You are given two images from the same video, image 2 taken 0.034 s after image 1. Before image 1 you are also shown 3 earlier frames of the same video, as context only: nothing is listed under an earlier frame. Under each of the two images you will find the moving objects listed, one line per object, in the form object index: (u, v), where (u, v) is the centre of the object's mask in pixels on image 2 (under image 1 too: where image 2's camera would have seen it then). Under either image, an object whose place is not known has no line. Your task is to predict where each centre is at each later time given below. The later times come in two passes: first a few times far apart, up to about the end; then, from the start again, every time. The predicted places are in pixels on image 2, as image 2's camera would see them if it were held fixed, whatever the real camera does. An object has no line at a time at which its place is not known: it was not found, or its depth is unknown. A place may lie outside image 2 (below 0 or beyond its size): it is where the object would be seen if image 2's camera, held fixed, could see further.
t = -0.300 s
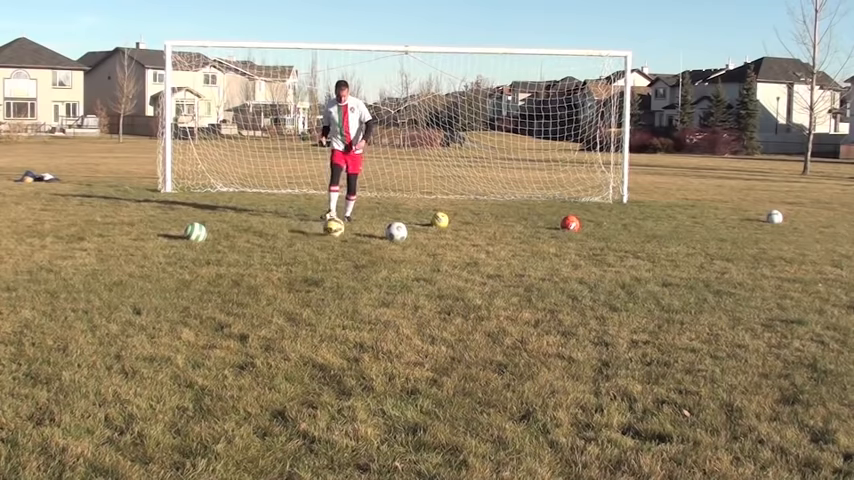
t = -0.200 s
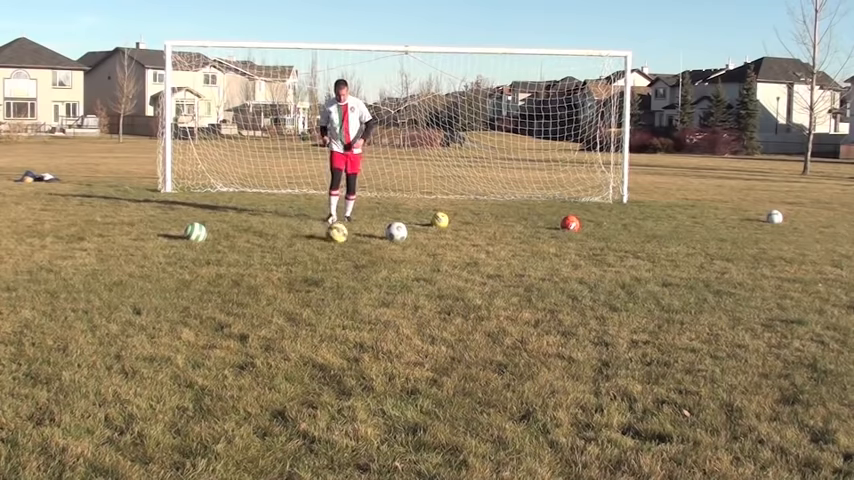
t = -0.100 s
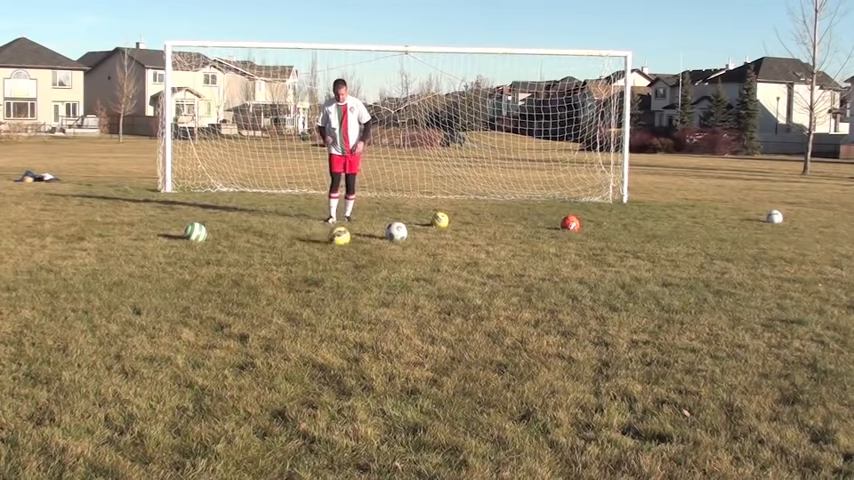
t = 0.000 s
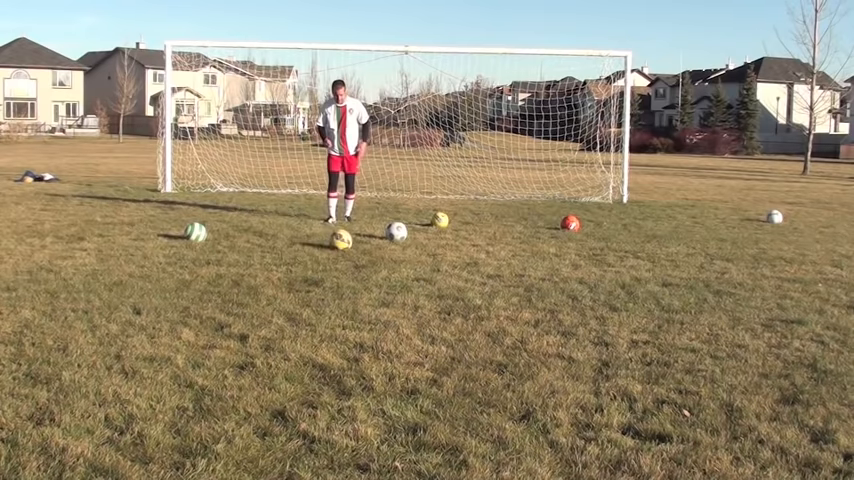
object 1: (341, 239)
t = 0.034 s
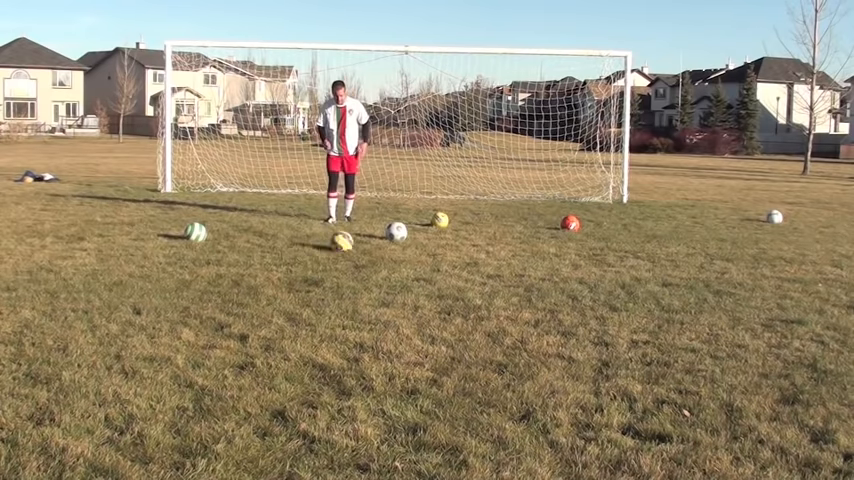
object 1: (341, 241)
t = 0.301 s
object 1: (344, 251)
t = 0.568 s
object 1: (349, 258)
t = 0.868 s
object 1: (355, 269)
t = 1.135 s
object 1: (357, 276)
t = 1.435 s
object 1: (363, 283)
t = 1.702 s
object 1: (371, 289)
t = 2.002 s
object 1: (379, 293)
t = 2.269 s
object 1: (386, 295)
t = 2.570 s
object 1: (389, 296)
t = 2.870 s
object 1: (387, 296)
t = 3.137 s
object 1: (387, 296)
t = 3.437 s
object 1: (387, 296)
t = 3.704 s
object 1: (387, 296)
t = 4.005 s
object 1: (387, 296)
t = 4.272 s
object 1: (387, 296)
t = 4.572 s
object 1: (387, 296)
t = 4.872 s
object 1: (387, 296)
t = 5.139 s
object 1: (387, 296)
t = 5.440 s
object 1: (387, 296)
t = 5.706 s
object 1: (387, 296)
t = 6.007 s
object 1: (387, 296)
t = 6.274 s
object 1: (387, 296)
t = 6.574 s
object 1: (387, 296)
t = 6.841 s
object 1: (387, 296)
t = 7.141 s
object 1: (387, 296)
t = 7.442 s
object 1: (387, 296)
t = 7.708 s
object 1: (387, 296)
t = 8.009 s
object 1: (387, 296)
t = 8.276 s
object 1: (387, 296)
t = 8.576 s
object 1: (387, 296)
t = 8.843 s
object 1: (387, 296)
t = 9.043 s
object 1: (387, 296)
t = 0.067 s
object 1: (342, 244)
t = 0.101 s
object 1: (343, 244)
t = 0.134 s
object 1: (344, 244)
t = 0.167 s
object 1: (343, 245)
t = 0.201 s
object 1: (343, 245)
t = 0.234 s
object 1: (343, 247)
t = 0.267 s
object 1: (344, 250)
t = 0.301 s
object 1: (344, 251)
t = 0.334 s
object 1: (344, 252)
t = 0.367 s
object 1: (345, 251)
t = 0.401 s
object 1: (346, 253)
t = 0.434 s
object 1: (346, 255)
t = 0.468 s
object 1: (347, 257)
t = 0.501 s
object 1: (347, 257)
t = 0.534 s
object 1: (348, 258)
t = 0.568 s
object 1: (349, 258)
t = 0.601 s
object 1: (349, 259)
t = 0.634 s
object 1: (350, 260)
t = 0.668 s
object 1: (353, 262)
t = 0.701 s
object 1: (354, 265)
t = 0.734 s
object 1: (354, 265)
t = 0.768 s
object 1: (353, 265)
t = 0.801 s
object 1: (354, 266)
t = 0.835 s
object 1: (354, 267)
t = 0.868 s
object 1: (355, 269)
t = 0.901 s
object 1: (355, 271)
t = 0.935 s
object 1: (355, 270)
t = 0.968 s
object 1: (357, 271)
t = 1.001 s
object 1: (357, 273)
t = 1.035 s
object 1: (356, 274)
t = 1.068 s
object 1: (357, 275)
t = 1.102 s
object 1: (357, 276)
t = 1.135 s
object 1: (357, 276)
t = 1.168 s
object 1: (357, 276)
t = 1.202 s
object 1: (357, 277)
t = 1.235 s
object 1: (358, 279)
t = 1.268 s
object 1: (359, 280)
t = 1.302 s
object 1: (359, 280)
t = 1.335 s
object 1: (360, 280)
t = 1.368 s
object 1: (361, 280)
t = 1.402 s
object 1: (362, 282)
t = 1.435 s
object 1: (363, 283)
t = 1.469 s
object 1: (364, 284)
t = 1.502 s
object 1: (365, 284)
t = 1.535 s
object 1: (367, 285)
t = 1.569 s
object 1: (366, 285)
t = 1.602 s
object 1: (368, 287)
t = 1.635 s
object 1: (369, 287)
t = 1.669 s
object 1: (370, 287)
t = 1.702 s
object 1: (371, 289)
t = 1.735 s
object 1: (372, 290)
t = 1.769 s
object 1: (373, 290)
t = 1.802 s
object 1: (373, 290)
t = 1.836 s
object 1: (373, 290)
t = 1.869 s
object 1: (375, 291)
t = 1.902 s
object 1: (376, 292)
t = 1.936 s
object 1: (377, 292)
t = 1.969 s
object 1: (378, 293)
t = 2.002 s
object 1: (379, 293)
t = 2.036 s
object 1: (380, 293)
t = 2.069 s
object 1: (381, 294)
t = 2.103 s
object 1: (382, 294)
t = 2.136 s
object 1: (383, 294)
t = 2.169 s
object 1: (384, 295)
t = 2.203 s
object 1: (385, 295)
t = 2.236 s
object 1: (386, 295)
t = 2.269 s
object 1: (386, 295)
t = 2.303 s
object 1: (387, 295)
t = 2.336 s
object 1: (388, 296)
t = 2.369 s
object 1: (388, 296)
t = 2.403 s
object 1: (388, 296)
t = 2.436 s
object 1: (389, 296)
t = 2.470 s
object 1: (389, 296)
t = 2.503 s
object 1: (389, 296)
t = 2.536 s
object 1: (389, 296)
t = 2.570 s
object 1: (389, 296)
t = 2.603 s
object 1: (388, 296)
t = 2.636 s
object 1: (388, 296)
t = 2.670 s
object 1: (387, 296)
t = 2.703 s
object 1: (387, 296)
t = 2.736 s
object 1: (387, 296)
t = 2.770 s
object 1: (387, 296)
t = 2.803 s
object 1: (387, 296)
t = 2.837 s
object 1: (386, 296)
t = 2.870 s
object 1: (387, 296)
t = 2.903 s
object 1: (387, 296)
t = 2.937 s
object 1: (386, 296)
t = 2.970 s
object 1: (386, 296)
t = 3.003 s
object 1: (387, 296)
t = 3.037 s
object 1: (387, 296)
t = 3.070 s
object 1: (387, 296)
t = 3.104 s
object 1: (387, 296)
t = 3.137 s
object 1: (387, 296)
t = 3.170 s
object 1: (387, 296)
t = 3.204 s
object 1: (387, 296)
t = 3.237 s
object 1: (387, 296)
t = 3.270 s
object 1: (387, 296)
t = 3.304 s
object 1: (387, 296)
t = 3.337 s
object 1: (387, 296)
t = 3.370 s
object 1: (387, 296)
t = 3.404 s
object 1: (387, 296)
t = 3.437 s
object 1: (387, 296)
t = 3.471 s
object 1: (387, 296)
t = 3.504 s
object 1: (387, 296)
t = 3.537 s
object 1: (387, 296)
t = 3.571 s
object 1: (387, 296)
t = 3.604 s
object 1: (387, 296)
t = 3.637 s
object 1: (387, 296)
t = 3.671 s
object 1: (387, 296)
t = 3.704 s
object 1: (387, 296)
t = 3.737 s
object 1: (387, 296)
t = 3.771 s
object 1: (387, 296)
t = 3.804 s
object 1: (387, 296)
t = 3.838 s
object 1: (387, 296)
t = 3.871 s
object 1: (387, 296)
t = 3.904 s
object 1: (387, 296)
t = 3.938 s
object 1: (387, 296)
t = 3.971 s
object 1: (387, 296)
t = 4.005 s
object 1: (387, 296)
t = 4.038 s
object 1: (387, 296)
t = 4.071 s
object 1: (387, 296)
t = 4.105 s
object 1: (387, 296)
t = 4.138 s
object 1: (387, 296)
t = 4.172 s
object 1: (387, 296)
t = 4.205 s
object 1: (387, 296)
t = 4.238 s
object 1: (387, 296)
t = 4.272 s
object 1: (387, 296)
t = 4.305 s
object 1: (387, 296)
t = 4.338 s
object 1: (387, 296)
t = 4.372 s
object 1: (387, 296)
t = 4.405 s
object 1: (387, 296)
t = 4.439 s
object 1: (387, 296)
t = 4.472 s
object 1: (387, 296)
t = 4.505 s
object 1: (387, 296)
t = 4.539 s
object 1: (387, 296)
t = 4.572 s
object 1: (387, 296)
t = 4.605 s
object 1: (387, 296)
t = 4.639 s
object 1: (387, 296)
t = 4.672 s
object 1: (387, 296)
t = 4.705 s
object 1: (387, 296)
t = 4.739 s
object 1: (387, 296)
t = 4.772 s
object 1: (387, 296)
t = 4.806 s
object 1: (387, 296)
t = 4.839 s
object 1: (387, 296)
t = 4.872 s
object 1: (387, 296)
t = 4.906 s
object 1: (387, 296)
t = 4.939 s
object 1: (387, 296)
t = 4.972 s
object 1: (387, 296)
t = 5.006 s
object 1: (387, 296)
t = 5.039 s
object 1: (387, 296)
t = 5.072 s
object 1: (387, 296)
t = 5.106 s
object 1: (387, 296)
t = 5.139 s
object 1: (387, 296)
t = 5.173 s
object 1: (387, 296)
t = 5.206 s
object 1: (387, 296)
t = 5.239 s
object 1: (387, 296)
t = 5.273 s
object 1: (387, 296)
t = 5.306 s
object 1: (387, 296)
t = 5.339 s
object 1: (387, 296)
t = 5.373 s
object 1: (387, 296)
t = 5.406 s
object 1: (387, 296)
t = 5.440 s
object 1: (387, 296)
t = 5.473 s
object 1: (387, 296)
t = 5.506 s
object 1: (387, 296)
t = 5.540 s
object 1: (387, 296)
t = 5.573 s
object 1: (387, 296)
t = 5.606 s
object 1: (387, 296)
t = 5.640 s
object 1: (387, 296)
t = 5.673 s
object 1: (387, 296)
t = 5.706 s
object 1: (387, 296)
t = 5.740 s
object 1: (387, 296)
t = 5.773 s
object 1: (387, 296)
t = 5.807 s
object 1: (387, 296)
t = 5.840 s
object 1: (387, 296)
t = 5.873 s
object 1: (387, 296)
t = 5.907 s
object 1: (387, 296)
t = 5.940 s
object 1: (387, 296)
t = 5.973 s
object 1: (387, 296)
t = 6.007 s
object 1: (387, 296)
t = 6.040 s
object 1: (387, 296)
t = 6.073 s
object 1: (387, 296)
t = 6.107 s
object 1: (387, 296)
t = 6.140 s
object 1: (387, 296)
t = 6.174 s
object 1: (387, 296)
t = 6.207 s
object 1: (387, 296)
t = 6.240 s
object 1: (387, 296)
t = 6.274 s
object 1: (387, 296)
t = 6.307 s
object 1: (387, 296)
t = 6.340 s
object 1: (387, 296)
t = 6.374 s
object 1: (387, 296)
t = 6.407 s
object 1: (387, 296)
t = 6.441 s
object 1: (387, 296)
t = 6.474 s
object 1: (387, 296)
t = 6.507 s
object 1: (387, 296)
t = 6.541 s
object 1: (387, 296)
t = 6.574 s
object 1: (387, 296)
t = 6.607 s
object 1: (387, 296)
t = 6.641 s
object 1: (387, 296)
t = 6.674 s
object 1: (387, 296)
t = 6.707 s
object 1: (387, 296)
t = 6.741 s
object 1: (387, 296)
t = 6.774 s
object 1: (387, 296)
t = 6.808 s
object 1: (387, 296)
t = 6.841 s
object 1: (387, 296)
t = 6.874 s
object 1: (387, 296)
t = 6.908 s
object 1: (387, 296)
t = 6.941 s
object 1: (387, 296)
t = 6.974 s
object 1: (387, 296)
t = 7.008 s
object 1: (387, 296)
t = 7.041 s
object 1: (387, 296)
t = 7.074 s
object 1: (387, 296)
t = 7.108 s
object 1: (387, 296)
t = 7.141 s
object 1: (387, 296)
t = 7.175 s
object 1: (387, 296)
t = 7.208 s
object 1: (387, 296)
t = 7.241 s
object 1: (387, 296)
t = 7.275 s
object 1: (387, 296)
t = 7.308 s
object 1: (387, 296)
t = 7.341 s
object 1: (387, 296)
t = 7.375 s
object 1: (387, 296)
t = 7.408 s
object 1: (387, 296)
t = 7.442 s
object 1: (387, 296)
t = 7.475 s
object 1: (387, 296)
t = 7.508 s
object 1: (387, 296)
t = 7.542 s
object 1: (387, 296)
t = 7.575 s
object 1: (387, 296)
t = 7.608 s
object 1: (387, 296)
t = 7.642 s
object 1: (387, 296)
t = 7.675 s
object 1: (387, 296)
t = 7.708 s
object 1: (387, 296)
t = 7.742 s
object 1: (387, 296)
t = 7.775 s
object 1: (387, 296)
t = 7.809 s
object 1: (387, 296)
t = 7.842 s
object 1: (387, 296)
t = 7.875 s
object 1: (387, 296)
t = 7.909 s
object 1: (387, 296)
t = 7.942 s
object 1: (387, 296)
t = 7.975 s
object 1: (387, 296)
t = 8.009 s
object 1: (387, 296)
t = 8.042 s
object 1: (387, 296)
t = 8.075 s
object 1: (387, 296)
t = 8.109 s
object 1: (387, 296)
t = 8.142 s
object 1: (387, 296)
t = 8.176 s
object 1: (387, 296)
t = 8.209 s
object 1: (387, 296)
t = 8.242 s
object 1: (387, 296)
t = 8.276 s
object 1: (387, 296)
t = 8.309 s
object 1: (387, 296)
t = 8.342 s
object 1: (387, 296)
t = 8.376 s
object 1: (387, 296)
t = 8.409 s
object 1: (387, 296)
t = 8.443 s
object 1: (387, 296)
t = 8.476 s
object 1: (387, 296)
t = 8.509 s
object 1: (387, 296)
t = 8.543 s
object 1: (387, 296)
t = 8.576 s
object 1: (387, 296)
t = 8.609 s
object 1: (387, 296)
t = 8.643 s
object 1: (387, 296)
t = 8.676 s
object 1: (387, 296)
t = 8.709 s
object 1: (387, 296)
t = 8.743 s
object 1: (387, 296)
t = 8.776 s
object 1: (387, 296)
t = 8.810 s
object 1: (387, 296)
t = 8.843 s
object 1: (387, 296)
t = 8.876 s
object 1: (387, 296)
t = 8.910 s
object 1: (387, 296)
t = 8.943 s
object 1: (387, 296)
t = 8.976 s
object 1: (387, 296)
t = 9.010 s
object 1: (387, 296)
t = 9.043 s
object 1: (387, 296)
